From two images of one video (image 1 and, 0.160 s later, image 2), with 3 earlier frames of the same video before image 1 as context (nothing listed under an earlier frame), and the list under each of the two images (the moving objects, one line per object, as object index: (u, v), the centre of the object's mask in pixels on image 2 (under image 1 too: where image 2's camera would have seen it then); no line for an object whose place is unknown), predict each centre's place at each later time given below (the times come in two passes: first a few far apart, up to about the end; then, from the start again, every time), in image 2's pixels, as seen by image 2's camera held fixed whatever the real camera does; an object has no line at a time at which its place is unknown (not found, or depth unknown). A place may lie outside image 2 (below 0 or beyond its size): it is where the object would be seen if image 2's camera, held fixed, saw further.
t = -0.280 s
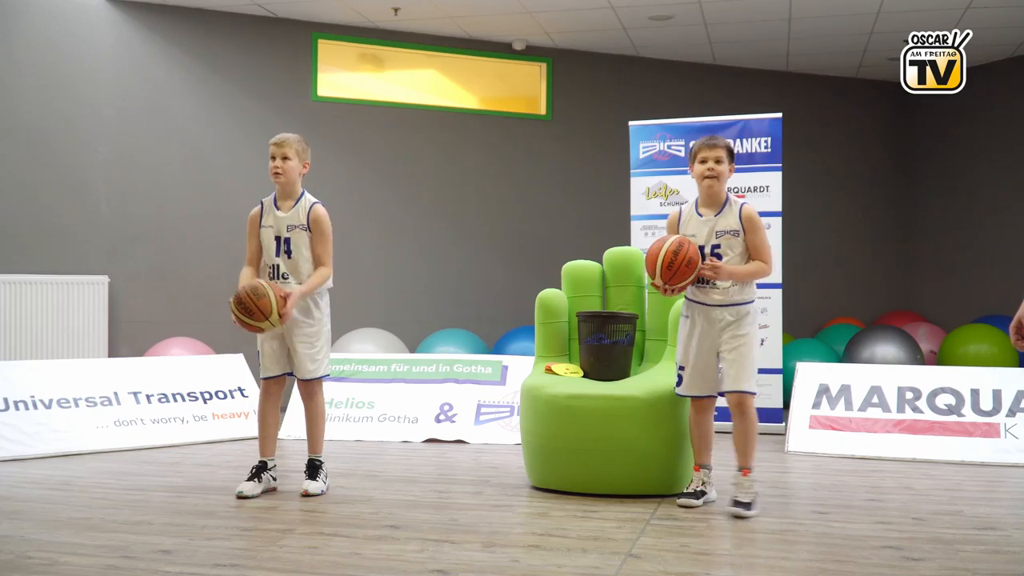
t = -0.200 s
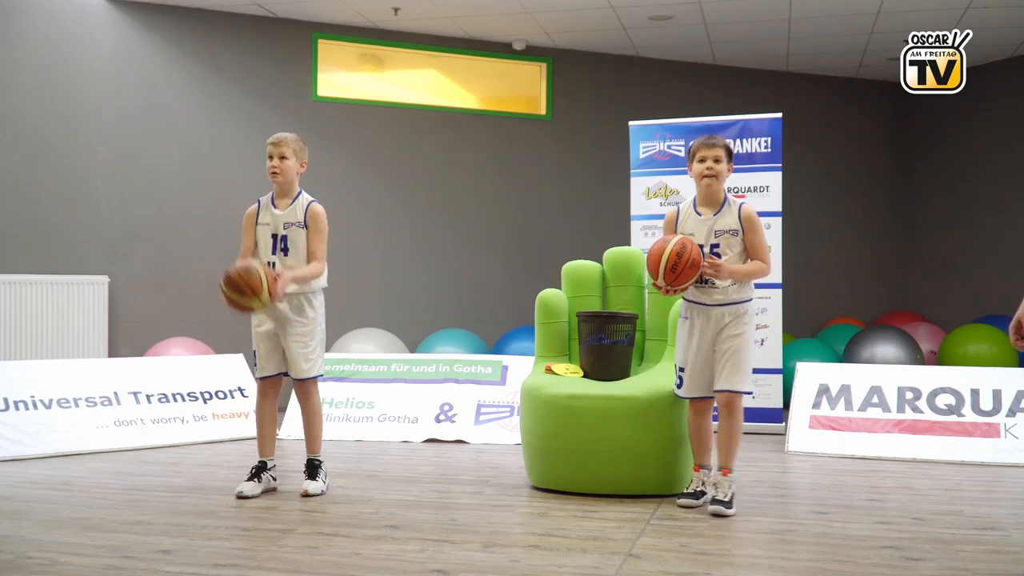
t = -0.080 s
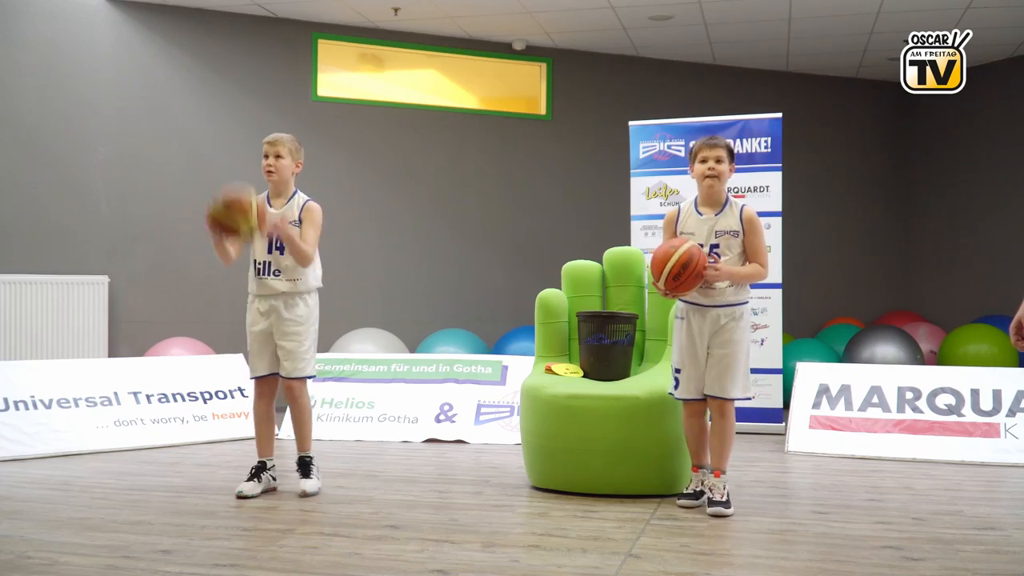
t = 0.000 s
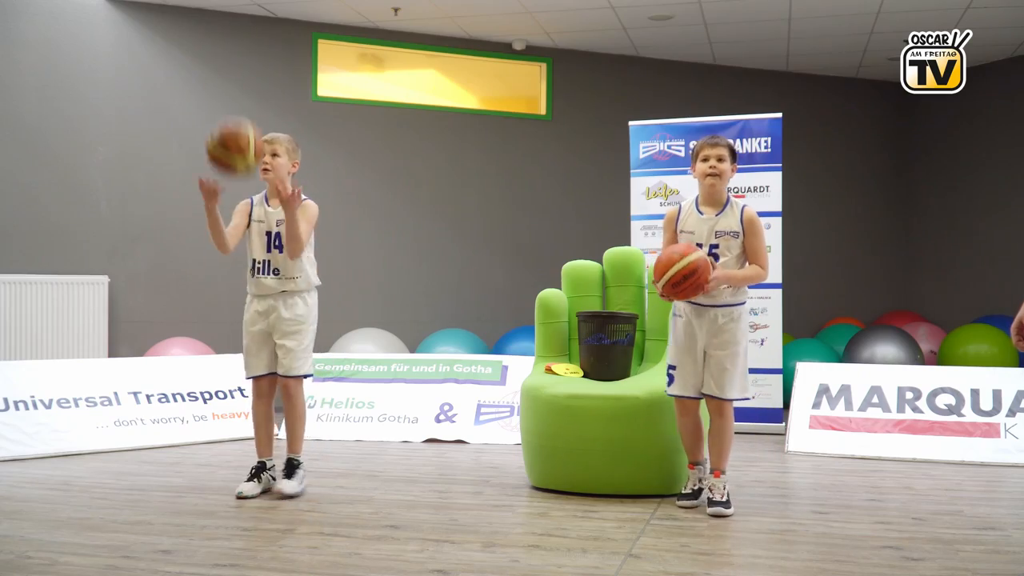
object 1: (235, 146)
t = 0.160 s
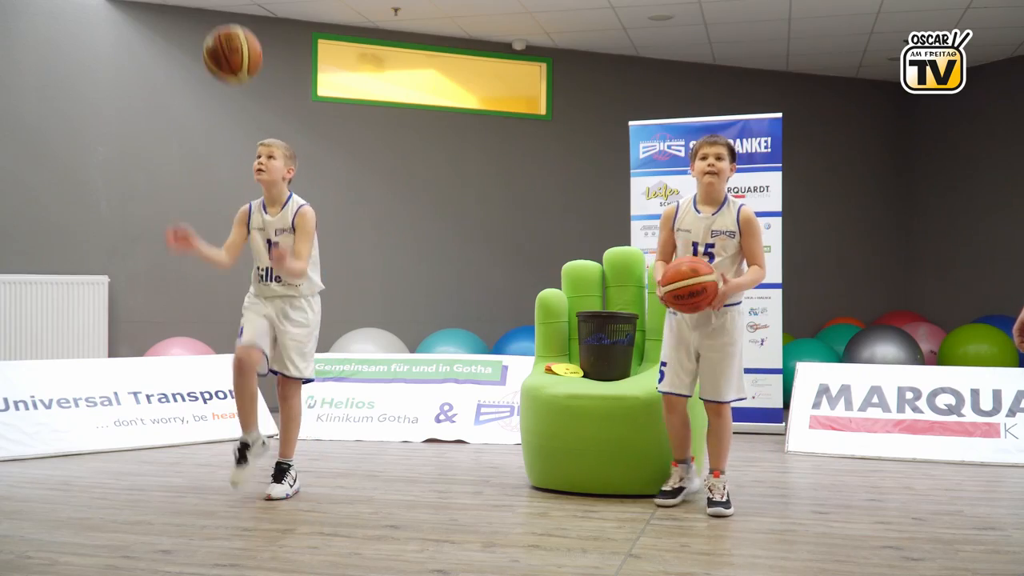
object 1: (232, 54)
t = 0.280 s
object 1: (230, 23)
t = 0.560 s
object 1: (223, 76)
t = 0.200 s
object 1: (231, 40)
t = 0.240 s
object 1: (231, 28)
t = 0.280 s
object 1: (230, 23)
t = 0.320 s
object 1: (229, 21)
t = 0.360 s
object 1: (228, 22)
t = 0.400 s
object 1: (227, 24)
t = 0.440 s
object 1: (226, 29)
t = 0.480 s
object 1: (225, 41)
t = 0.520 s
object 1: (224, 56)
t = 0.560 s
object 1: (223, 76)
